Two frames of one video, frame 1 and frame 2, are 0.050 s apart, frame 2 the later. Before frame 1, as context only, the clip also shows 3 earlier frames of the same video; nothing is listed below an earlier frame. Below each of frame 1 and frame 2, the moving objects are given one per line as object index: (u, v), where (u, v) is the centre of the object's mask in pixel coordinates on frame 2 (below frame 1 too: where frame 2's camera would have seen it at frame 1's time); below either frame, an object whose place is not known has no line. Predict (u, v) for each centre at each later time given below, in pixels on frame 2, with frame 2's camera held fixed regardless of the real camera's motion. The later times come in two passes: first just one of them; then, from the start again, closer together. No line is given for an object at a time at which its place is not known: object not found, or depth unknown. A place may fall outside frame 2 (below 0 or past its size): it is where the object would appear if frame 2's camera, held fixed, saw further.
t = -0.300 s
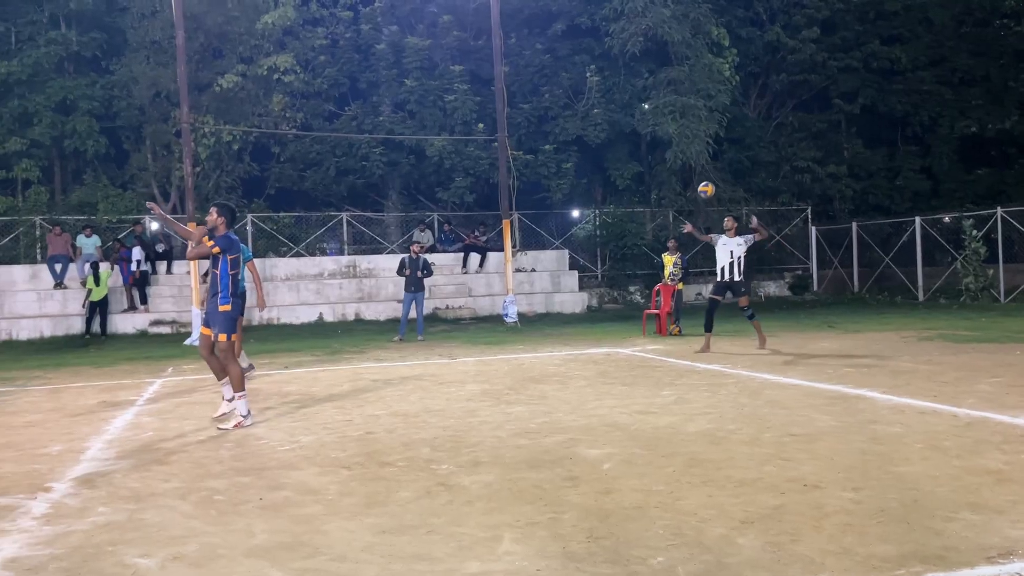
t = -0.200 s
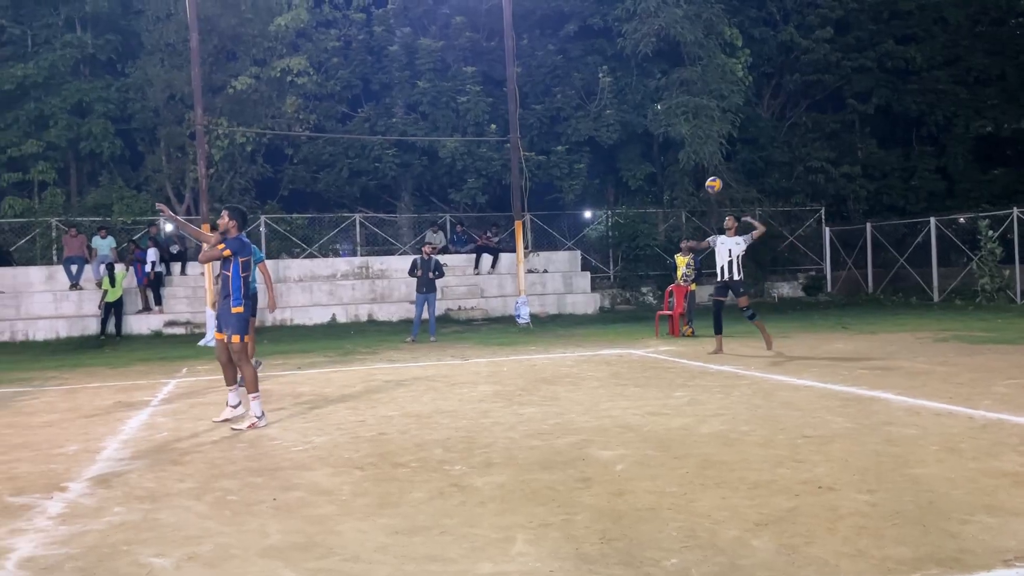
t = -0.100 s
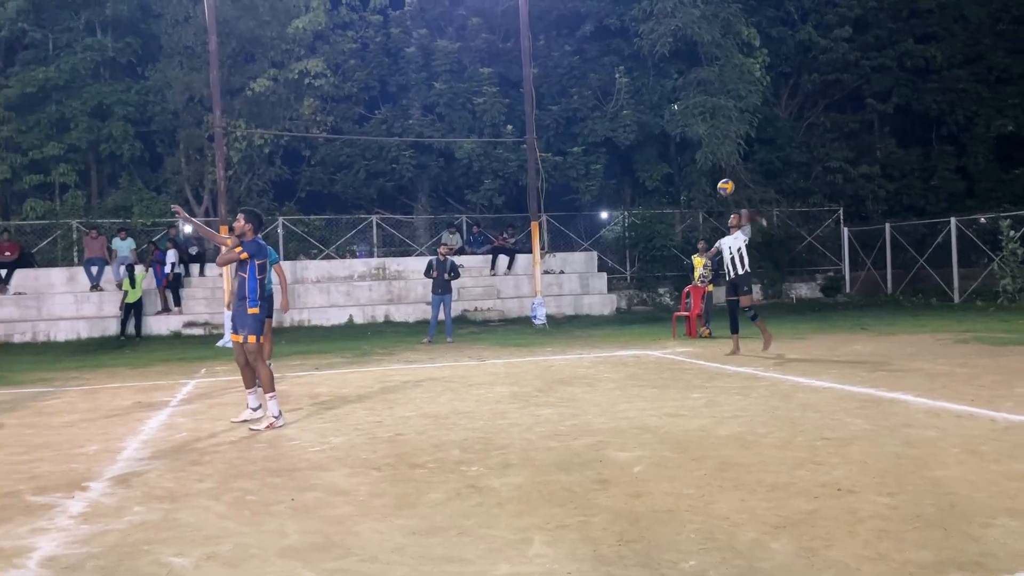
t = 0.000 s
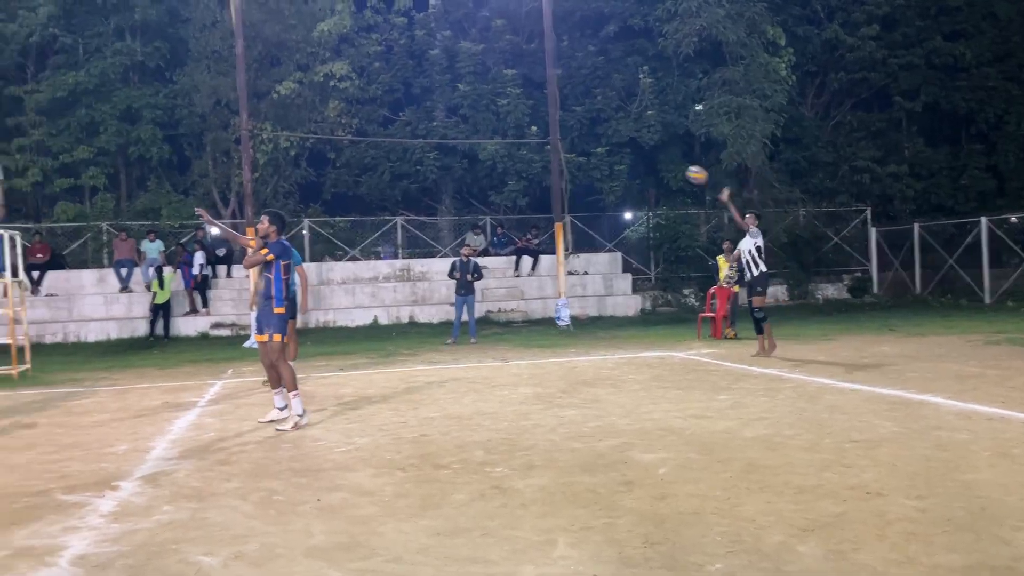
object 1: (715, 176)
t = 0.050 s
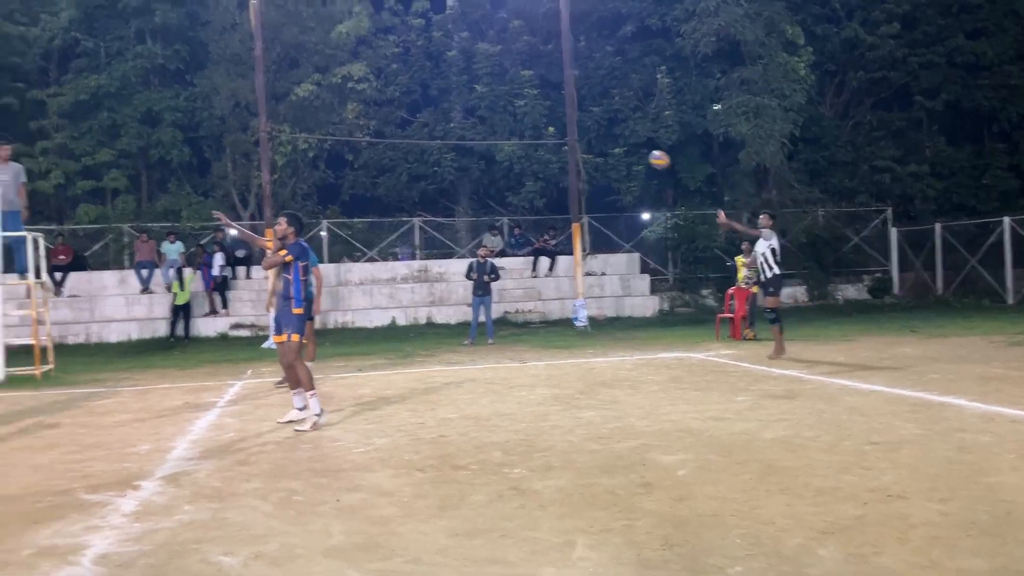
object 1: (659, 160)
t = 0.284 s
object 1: (376, 107)
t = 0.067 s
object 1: (640, 155)
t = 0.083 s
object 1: (621, 150)
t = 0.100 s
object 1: (602, 145)
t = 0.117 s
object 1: (582, 141)
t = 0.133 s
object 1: (563, 137)
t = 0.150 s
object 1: (542, 132)
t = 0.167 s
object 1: (522, 128)
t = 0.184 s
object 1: (502, 125)
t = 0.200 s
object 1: (482, 121)
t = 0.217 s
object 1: (461, 118)
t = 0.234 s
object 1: (440, 115)
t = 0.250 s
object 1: (419, 112)
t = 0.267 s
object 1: (398, 109)
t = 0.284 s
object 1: (376, 107)
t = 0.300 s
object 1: (354, 104)
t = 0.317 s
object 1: (332, 102)
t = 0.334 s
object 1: (309, 99)
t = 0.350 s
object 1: (286, 98)
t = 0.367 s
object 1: (263, 96)
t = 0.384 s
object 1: (240, 94)
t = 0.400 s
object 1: (216, 93)
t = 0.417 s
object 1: (192, 91)
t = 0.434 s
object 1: (168, 91)
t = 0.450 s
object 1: (143, 90)
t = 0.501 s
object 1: (69, 90)
